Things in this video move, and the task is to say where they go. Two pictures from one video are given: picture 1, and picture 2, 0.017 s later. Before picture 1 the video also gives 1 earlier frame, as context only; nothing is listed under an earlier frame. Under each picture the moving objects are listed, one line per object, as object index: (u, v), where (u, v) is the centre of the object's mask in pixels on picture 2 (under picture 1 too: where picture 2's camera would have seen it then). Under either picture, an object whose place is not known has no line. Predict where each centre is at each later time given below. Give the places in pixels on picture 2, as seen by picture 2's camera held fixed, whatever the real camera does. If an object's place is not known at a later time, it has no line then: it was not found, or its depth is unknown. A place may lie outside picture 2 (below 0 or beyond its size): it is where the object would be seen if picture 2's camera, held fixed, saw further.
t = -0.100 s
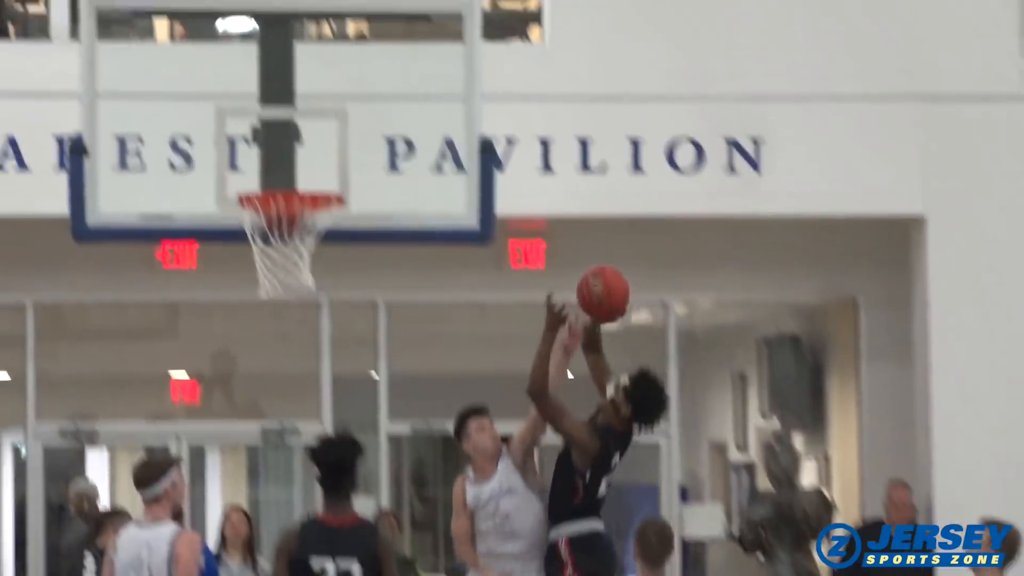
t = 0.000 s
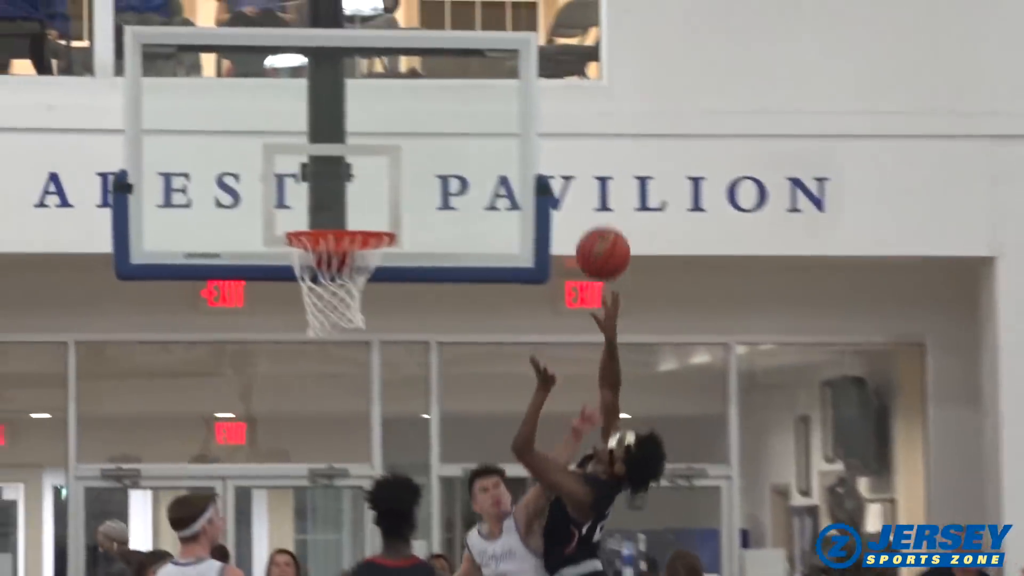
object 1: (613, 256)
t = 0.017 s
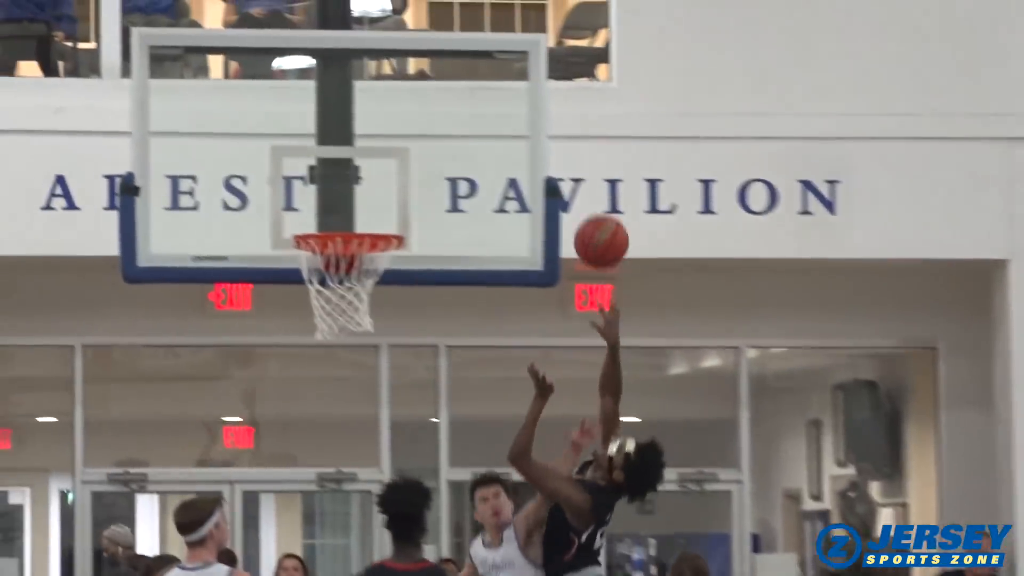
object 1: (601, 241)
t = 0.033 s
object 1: (590, 227)
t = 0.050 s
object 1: (579, 214)
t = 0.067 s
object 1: (568, 201)
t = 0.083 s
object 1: (557, 189)
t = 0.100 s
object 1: (546, 178)
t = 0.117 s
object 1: (535, 167)
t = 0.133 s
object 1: (523, 157)
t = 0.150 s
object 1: (512, 148)
